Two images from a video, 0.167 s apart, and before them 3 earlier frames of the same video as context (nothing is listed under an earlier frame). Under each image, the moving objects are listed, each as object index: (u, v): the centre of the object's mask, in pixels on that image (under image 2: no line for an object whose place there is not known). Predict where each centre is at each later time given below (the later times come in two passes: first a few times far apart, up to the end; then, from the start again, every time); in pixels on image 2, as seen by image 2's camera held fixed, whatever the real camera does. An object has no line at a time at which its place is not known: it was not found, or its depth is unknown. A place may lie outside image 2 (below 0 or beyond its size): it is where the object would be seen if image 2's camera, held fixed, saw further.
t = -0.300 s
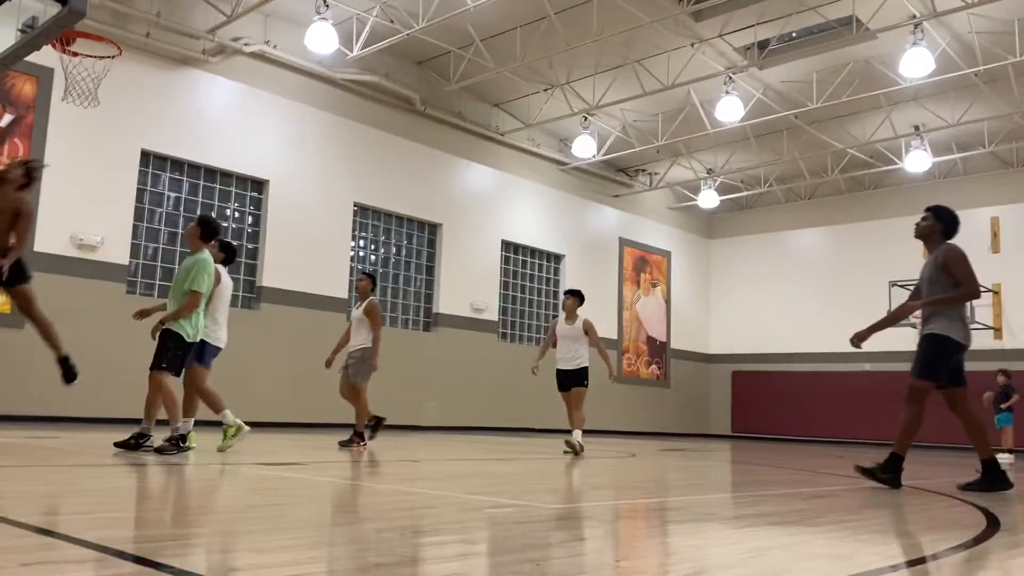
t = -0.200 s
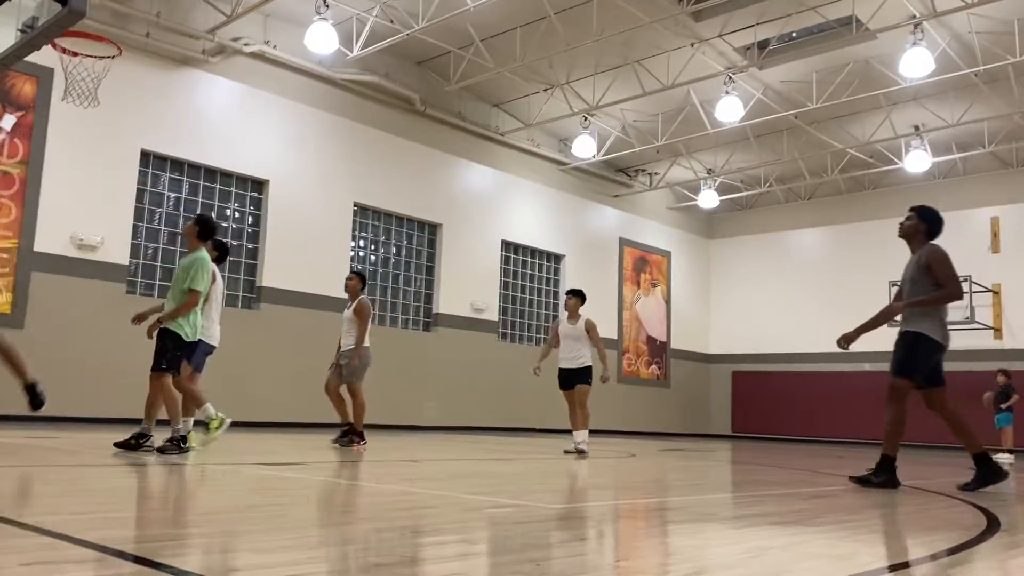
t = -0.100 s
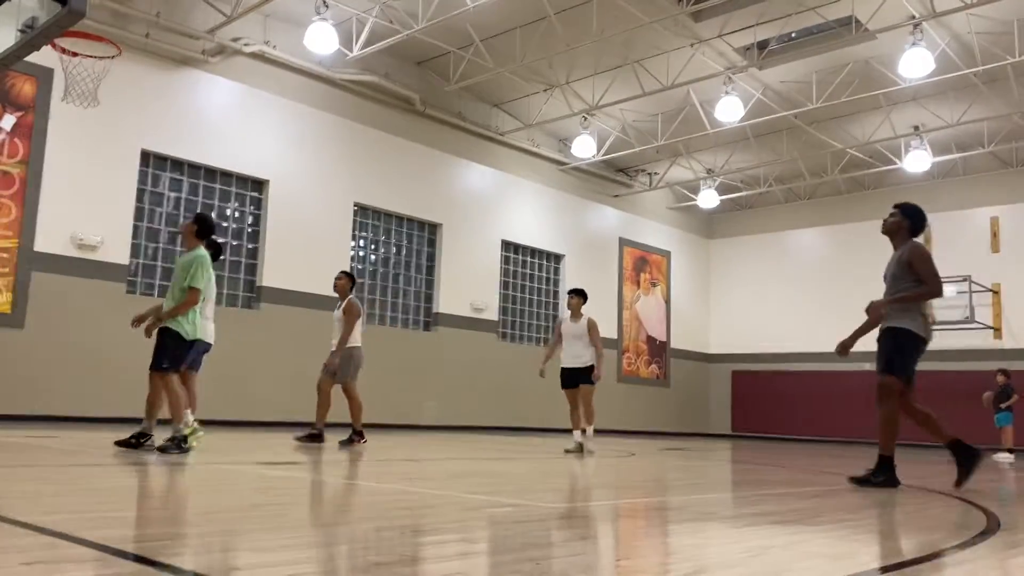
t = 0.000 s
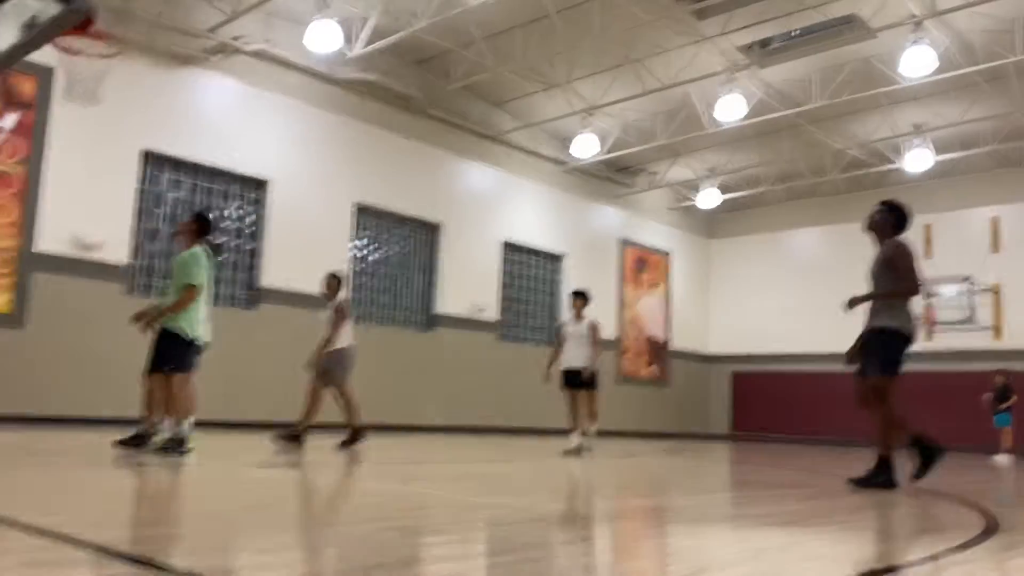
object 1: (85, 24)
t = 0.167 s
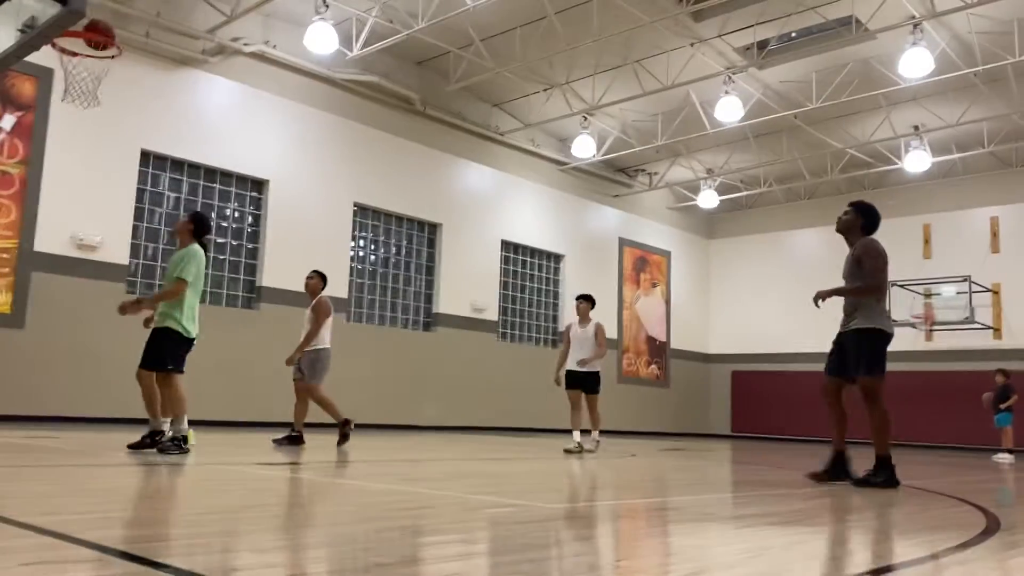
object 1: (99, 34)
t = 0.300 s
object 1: (87, 51)
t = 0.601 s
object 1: (71, 85)
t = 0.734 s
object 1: (73, 120)
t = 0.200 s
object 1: (102, 42)
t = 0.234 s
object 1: (102, 47)
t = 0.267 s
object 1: (94, 51)
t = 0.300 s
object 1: (87, 51)
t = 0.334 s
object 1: (80, 53)
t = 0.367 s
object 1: (77, 54)
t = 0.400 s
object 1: (75, 55)
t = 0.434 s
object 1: (74, 60)
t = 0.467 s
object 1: (72, 65)
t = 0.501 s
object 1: (70, 70)
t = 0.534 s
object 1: (69, 76)
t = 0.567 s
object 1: (70, 80)
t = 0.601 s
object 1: (71, 85)
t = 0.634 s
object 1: (72, 92)
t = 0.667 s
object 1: (72, 100)
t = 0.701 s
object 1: (73, 109)
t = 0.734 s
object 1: (73, 120)
